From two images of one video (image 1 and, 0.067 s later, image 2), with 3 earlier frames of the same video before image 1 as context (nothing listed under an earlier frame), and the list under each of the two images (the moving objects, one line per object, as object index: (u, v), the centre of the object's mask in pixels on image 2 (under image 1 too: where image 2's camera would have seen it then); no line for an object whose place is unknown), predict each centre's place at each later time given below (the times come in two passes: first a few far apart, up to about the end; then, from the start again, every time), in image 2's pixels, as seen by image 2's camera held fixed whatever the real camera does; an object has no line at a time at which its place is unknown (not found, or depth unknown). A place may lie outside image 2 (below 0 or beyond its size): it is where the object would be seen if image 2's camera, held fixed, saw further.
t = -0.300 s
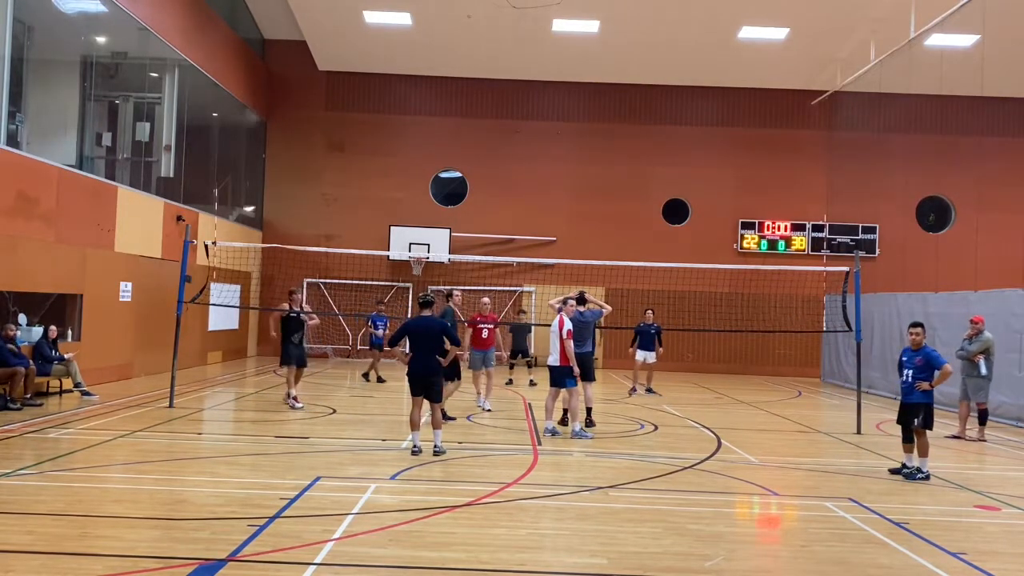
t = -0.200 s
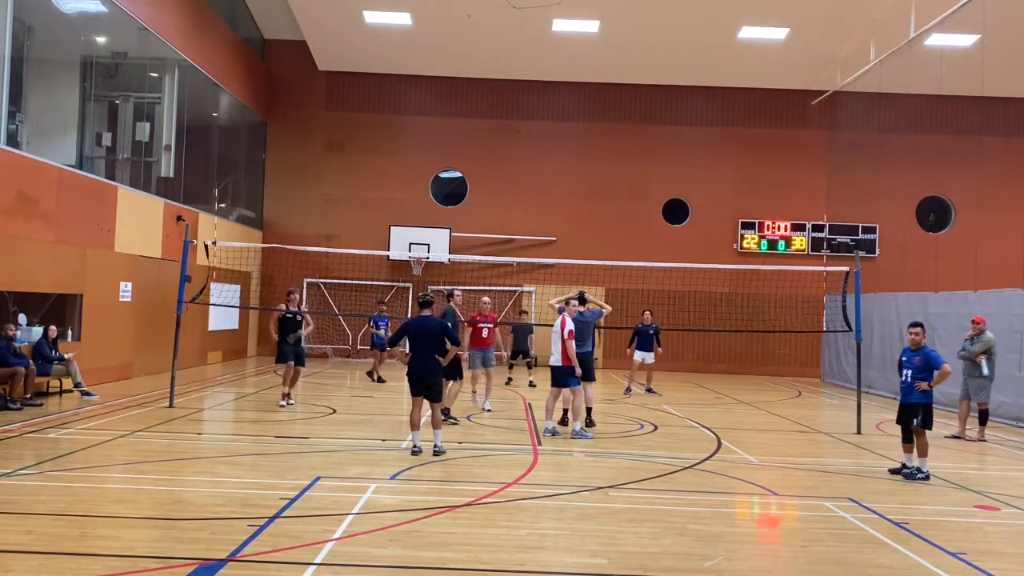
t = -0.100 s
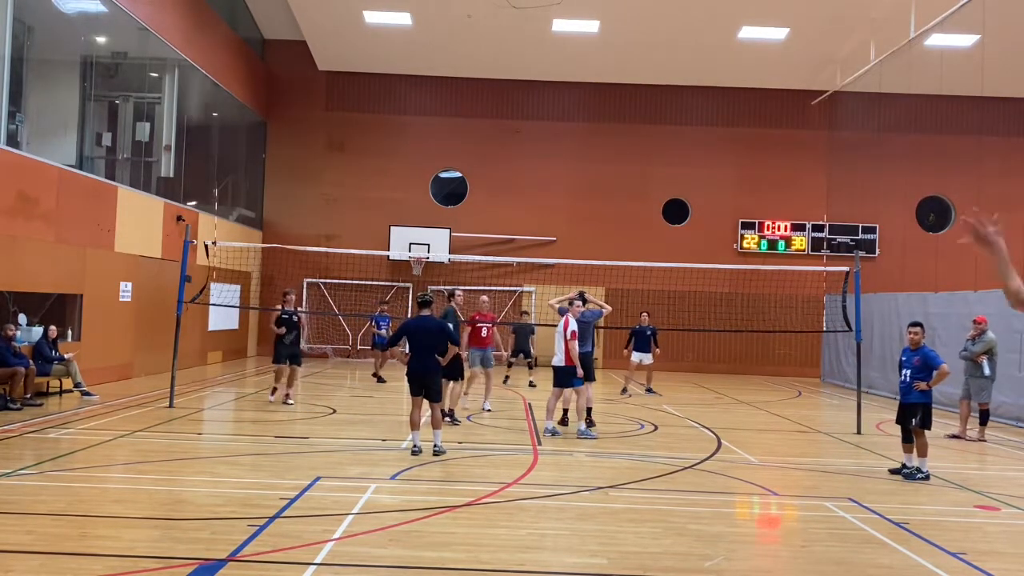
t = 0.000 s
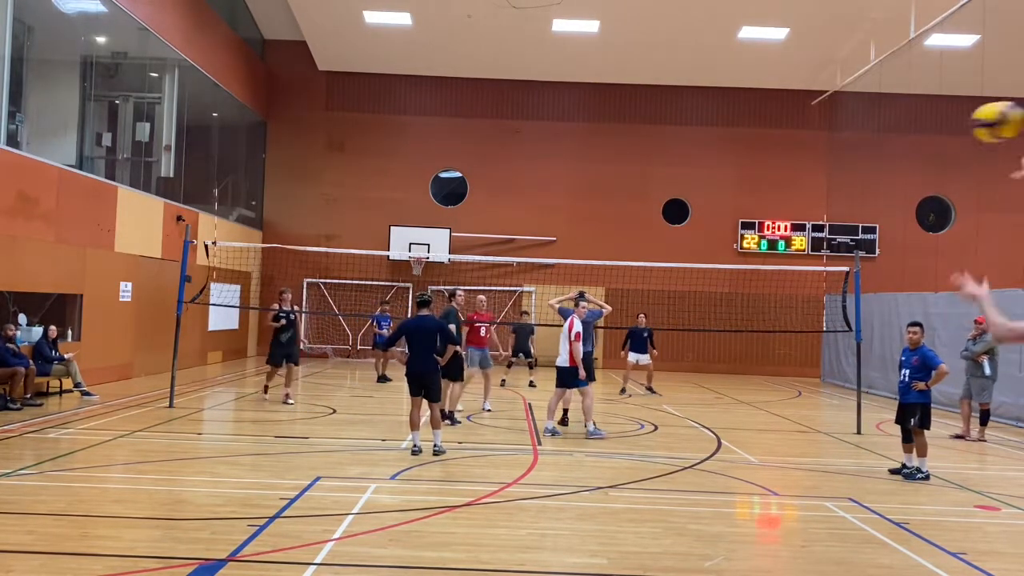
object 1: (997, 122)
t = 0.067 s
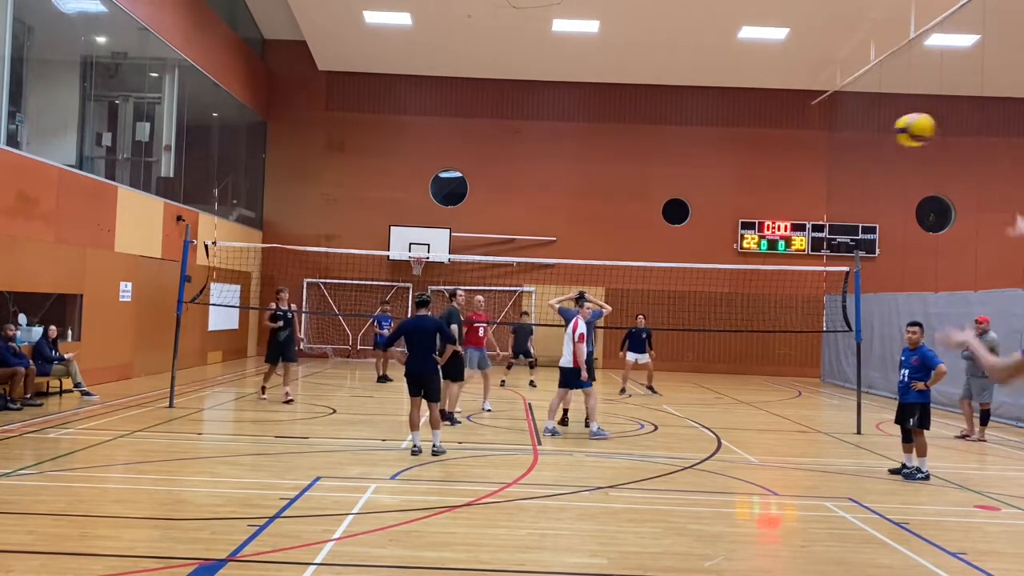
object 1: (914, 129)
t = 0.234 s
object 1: (798, 156)
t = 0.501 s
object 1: (707, 221)
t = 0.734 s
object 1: (669, 287)
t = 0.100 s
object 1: (883, 134)
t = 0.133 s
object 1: (857, 138)
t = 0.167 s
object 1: (835, 144)
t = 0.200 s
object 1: (815, 150)
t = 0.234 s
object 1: (798, 156)
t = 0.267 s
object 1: (783, 163)
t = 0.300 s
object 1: (769, 170)
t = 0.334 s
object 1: (757, 178)
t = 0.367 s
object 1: (745, 186)
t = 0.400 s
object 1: (734, 195)
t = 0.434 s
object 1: (724, 204)
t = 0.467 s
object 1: (715, 213)
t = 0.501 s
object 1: (707, 221)
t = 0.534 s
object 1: (700, 230)
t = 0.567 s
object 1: (693, 239)
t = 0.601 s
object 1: (687, 248)
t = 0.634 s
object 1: (682, 257)
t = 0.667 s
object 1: (677, 268)
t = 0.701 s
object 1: (672, 277)
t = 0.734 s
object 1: (669, 287)
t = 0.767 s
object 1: (665, 297)
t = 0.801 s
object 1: (660, 307)
